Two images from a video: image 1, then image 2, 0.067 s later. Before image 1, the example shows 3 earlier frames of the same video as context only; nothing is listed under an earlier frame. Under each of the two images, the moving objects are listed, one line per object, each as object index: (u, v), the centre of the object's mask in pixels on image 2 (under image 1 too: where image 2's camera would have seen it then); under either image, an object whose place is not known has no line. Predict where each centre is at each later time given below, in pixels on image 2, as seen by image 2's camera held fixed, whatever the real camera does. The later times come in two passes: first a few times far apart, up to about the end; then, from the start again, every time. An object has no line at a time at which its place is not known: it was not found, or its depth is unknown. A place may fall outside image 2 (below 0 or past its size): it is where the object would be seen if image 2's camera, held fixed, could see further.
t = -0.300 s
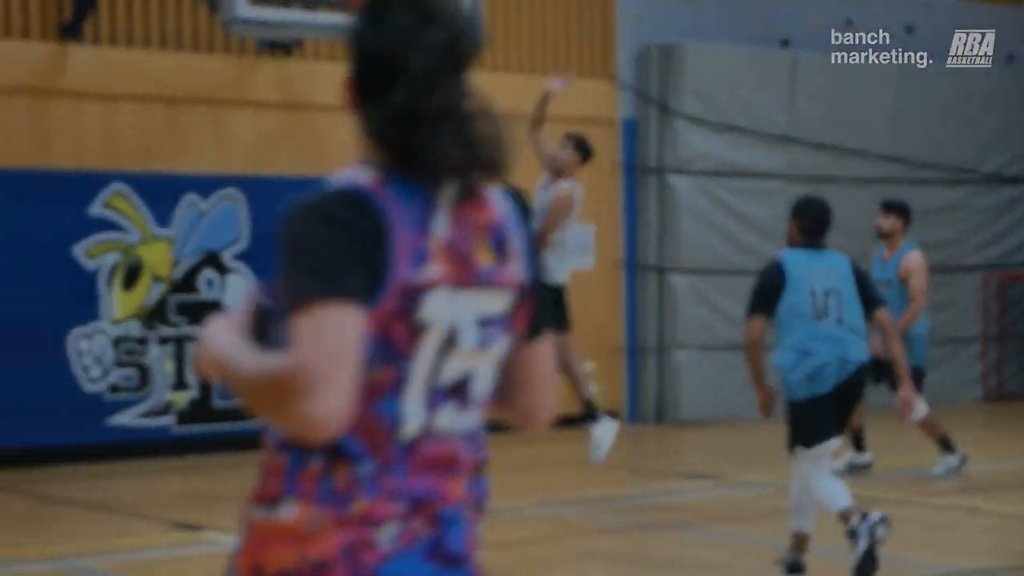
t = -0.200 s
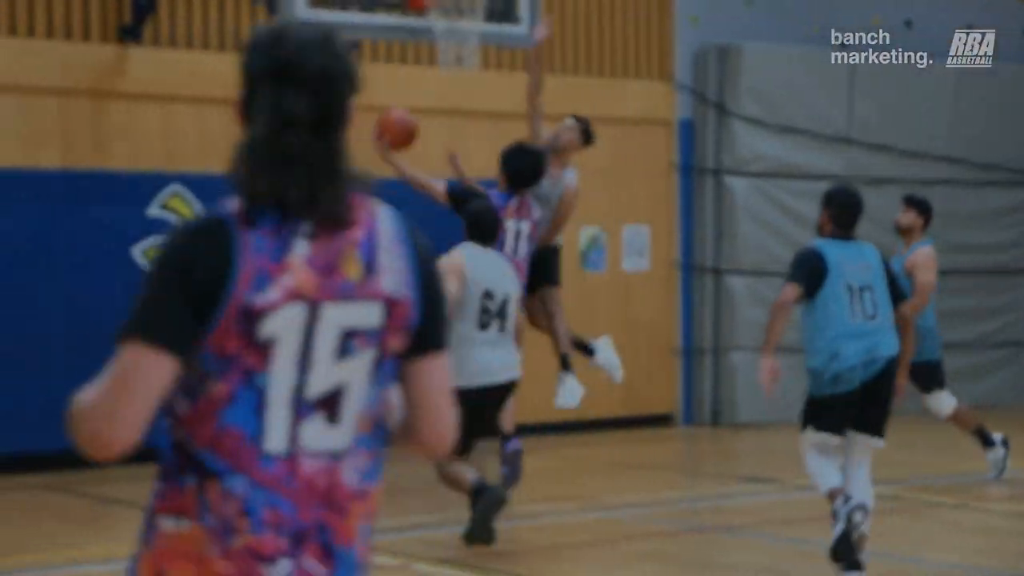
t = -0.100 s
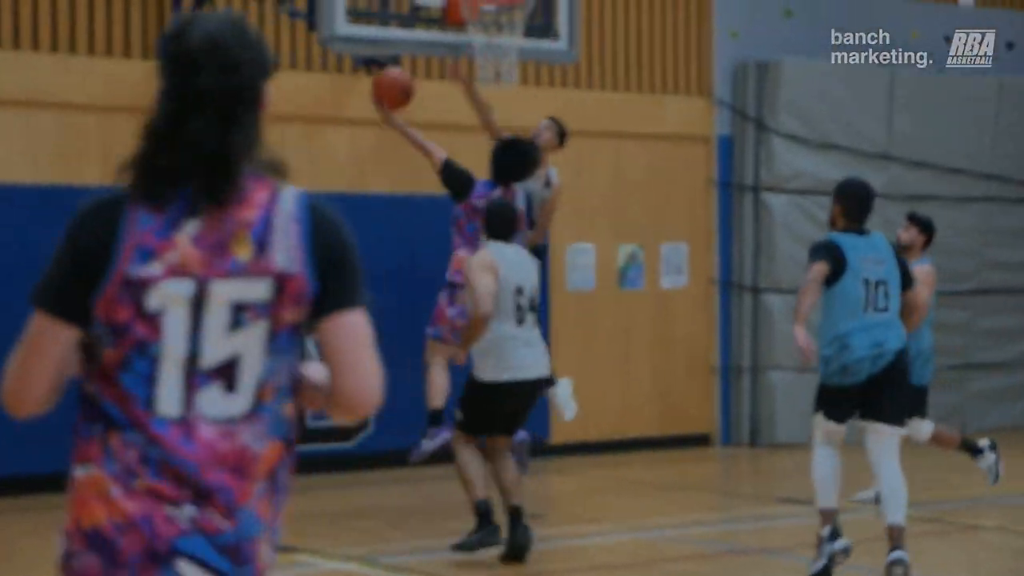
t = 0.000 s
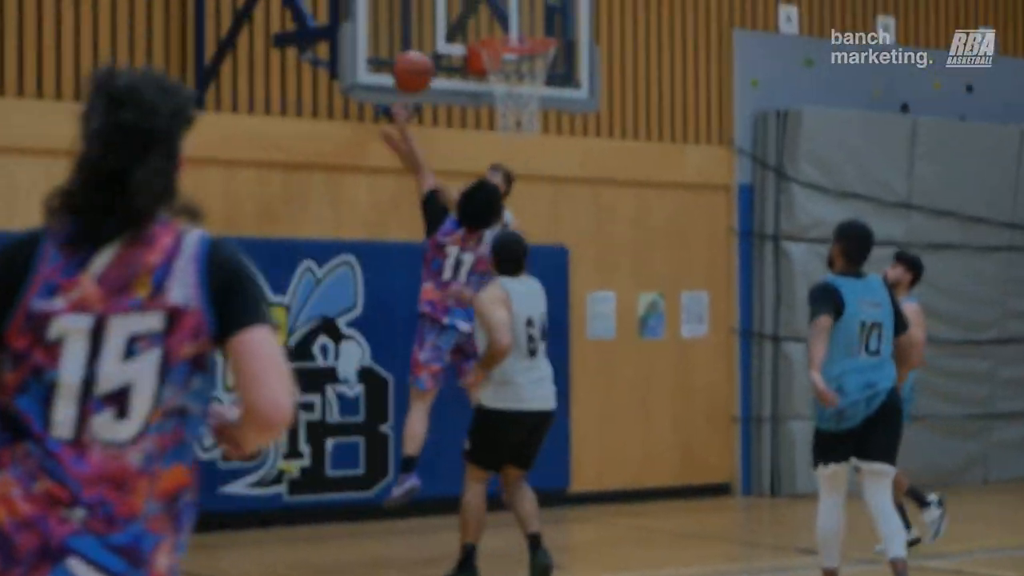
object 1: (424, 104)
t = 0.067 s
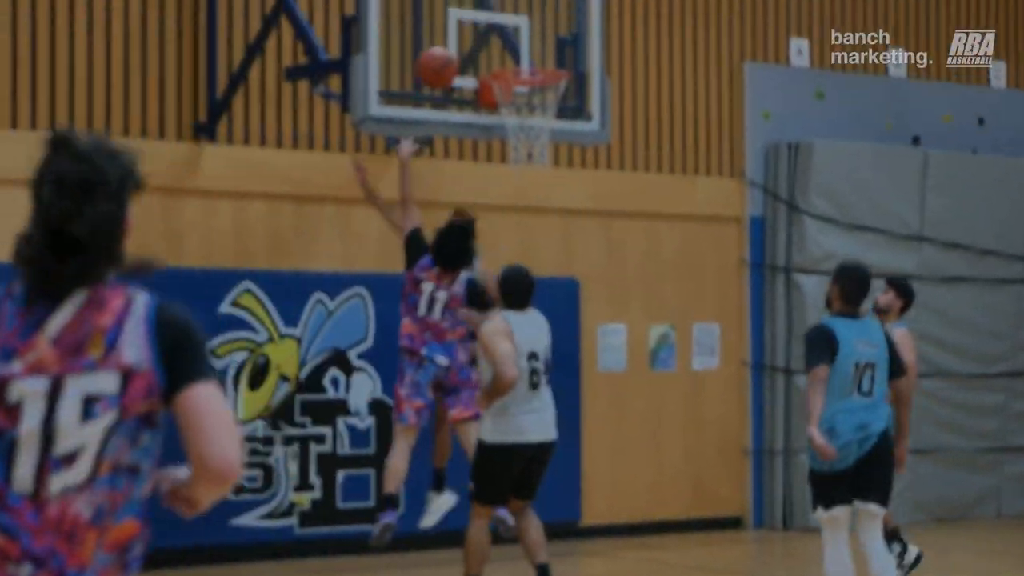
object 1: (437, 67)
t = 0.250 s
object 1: (471, 7)
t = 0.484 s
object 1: (511, 15)
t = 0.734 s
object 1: (570, 88)
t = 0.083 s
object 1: (440, 59)
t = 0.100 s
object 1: (443, 52)
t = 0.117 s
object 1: (447, 45)
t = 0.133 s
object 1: (450, 38)
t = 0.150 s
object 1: (453, 35)
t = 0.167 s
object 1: (456, 27)
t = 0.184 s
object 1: (460, 21)
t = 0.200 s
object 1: (462, 17)
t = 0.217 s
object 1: (465, 13)
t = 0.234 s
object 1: (468, 10)
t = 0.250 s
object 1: (471, 7)
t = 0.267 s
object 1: (474, 5)
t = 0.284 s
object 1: (477, 3)
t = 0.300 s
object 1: (479, 1)
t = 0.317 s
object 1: (483, 0)
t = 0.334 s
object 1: (485, -1)
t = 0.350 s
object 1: (488, -1)
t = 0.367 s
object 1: (491, -1)
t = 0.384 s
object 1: (494, 0)
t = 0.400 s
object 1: (497, 1)
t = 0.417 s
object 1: (499, 3)
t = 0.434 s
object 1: (502, 5)
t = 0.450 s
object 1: (506, 8)
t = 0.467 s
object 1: (508, 11)
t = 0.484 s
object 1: (511, 15)
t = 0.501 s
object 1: (514, 18)
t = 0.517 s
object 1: (516, 22)
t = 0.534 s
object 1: (520, 26)
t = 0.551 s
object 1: (523, 28)
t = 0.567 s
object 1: (526, 32)
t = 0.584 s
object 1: (529, 34)
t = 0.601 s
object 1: (534, 39)
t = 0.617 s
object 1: (536, 43)
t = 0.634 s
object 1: (540, 48)
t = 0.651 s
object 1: (543, 52)
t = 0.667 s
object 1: (548, 55)
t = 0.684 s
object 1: (550, 57)
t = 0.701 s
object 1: (554, 62)
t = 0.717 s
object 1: (565, 71)
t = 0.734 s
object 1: (570, 88)
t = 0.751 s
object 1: (569, 97)
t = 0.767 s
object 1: (571, 102)
